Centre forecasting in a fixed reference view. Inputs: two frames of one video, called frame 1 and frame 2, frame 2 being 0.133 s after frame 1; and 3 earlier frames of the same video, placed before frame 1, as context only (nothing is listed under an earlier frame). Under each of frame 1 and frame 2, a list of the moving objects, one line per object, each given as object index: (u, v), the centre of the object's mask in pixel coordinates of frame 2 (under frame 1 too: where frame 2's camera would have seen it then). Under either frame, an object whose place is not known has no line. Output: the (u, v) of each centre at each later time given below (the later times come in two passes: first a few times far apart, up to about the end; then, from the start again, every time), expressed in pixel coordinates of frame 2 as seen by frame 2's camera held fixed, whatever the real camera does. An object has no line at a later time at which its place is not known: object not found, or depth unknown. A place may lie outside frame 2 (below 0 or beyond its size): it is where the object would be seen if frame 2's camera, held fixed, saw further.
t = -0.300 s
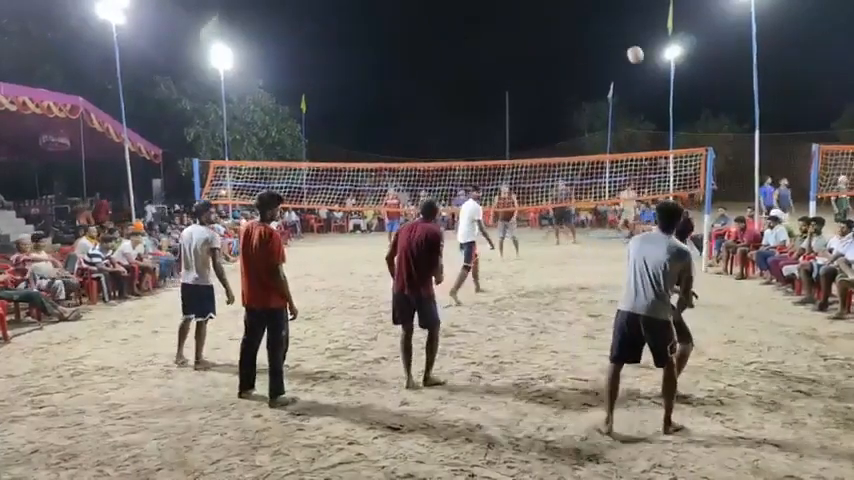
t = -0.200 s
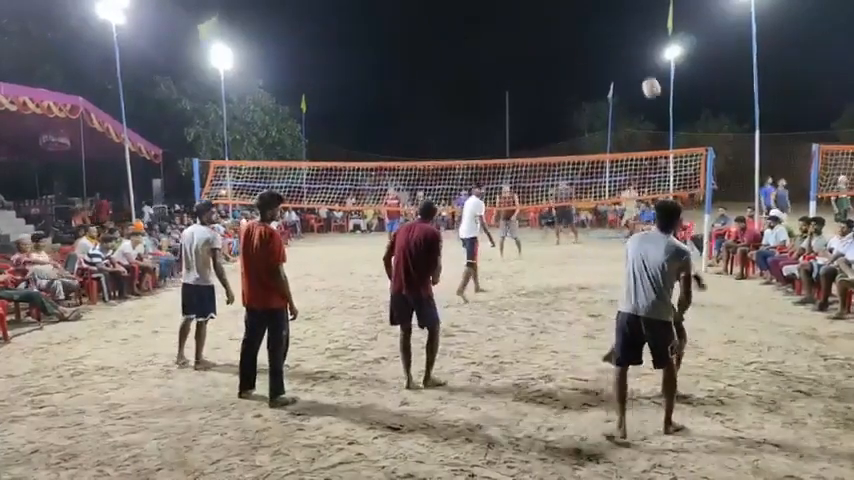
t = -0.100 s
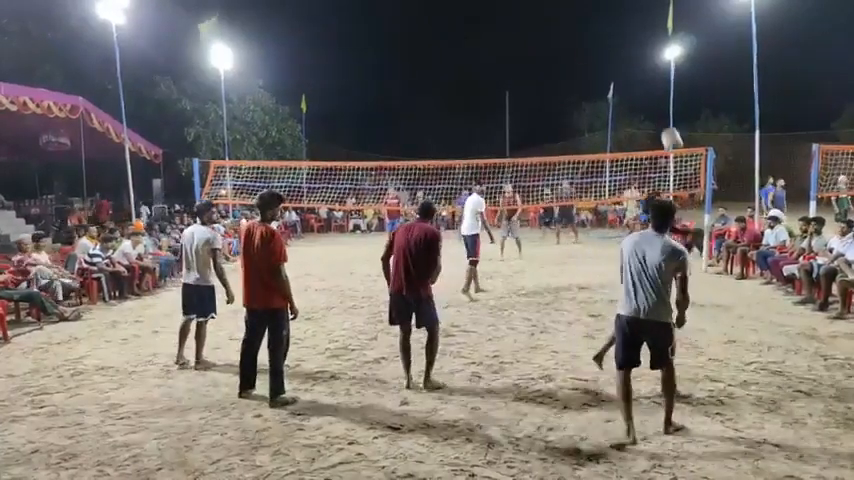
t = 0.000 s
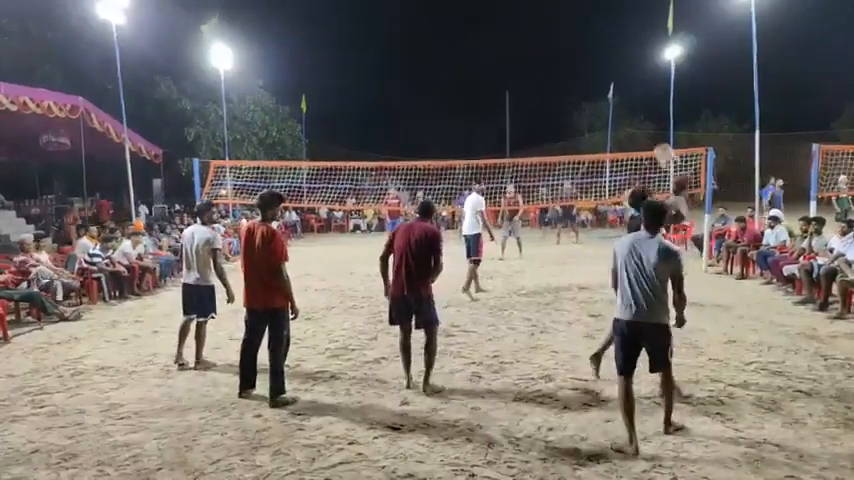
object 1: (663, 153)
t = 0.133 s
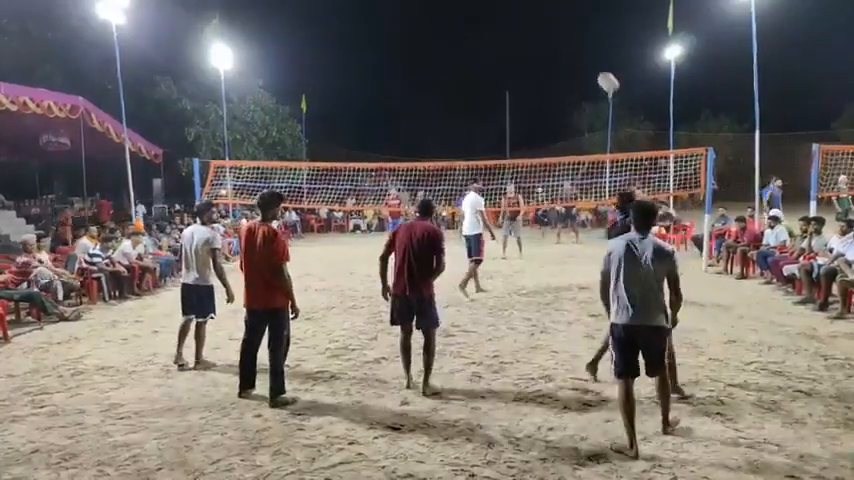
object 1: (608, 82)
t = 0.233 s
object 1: (575, 49)
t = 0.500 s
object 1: (517, 24)
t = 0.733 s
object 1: (485, 42)
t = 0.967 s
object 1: (463, 78)
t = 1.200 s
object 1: (447, 127)
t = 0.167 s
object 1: (596, 69)
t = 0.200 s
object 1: (585, 58)
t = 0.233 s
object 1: (575, 49)
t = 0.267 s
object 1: (566, 42)
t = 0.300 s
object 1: (557, 37)
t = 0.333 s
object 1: (549, 32)
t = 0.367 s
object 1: (542, 29)
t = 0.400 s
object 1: (535, 26)
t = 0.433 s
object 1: (528, 24)
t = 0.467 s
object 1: (522, 24)
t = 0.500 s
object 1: (517, 24)
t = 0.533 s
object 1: (511, 25)
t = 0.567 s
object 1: (506, 26)
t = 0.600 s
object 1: (501, 29)
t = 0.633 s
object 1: (497, 31)
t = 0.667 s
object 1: (492, 34)
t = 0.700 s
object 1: (489, 38)
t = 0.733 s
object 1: (485, 42)
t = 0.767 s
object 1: (481, 46)
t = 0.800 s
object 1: (478, 50)
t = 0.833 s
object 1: (474, 56)
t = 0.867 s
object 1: (471, 61)
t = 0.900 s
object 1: (468, 67)
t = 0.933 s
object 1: (465, 73)
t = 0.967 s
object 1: (463, 78)
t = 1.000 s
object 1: (460, 85)
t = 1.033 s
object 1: (458, 92)
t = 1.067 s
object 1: (455, 98)
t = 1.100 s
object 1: (453, 106)
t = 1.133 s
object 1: (451, 112)
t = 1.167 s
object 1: (449, 120)
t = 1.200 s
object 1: (447, 127)
